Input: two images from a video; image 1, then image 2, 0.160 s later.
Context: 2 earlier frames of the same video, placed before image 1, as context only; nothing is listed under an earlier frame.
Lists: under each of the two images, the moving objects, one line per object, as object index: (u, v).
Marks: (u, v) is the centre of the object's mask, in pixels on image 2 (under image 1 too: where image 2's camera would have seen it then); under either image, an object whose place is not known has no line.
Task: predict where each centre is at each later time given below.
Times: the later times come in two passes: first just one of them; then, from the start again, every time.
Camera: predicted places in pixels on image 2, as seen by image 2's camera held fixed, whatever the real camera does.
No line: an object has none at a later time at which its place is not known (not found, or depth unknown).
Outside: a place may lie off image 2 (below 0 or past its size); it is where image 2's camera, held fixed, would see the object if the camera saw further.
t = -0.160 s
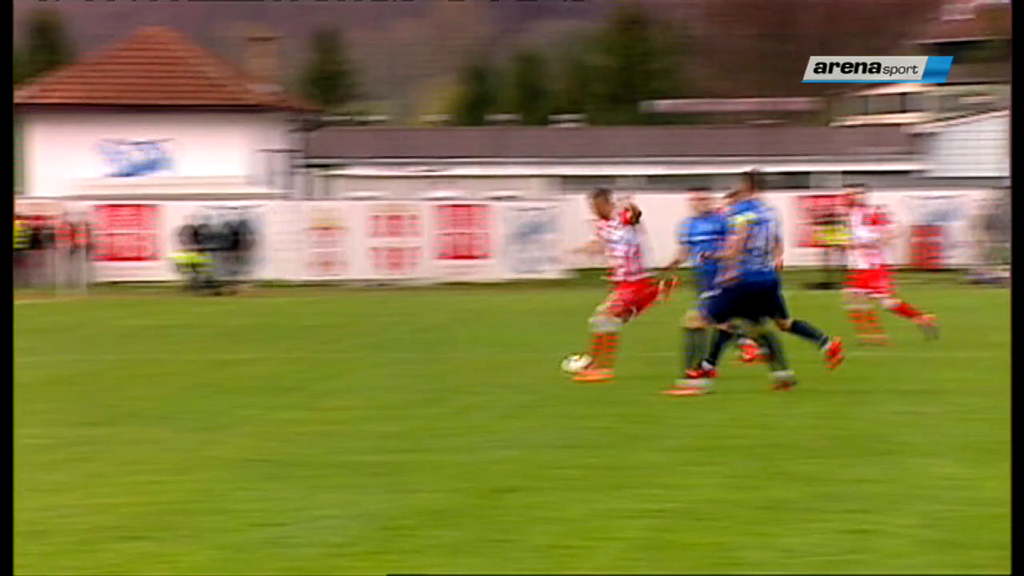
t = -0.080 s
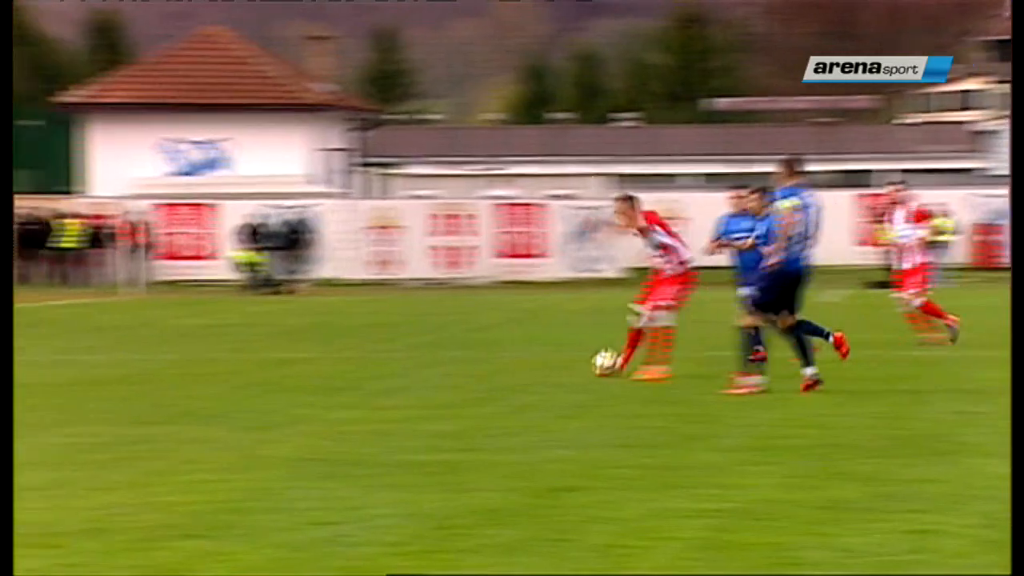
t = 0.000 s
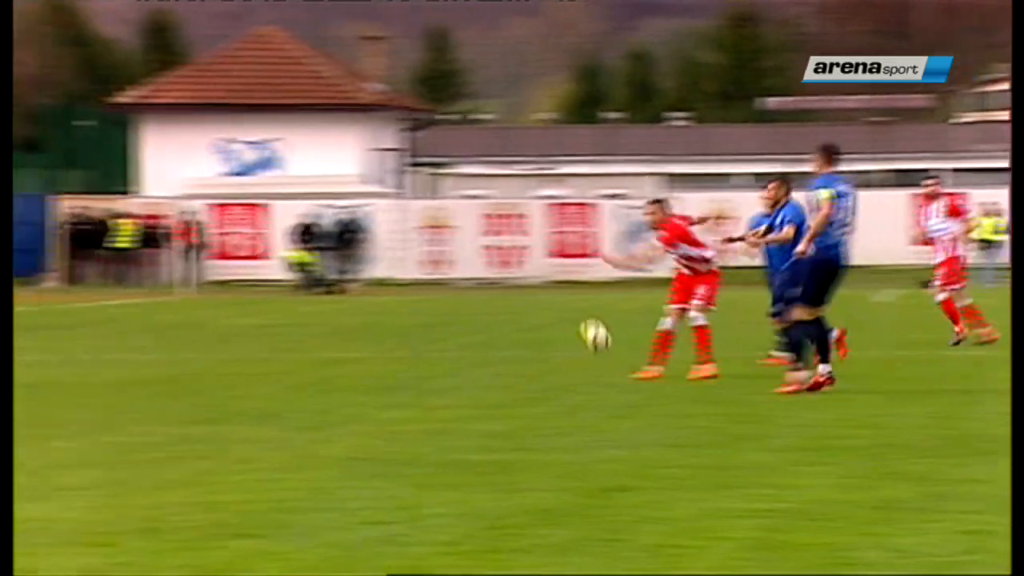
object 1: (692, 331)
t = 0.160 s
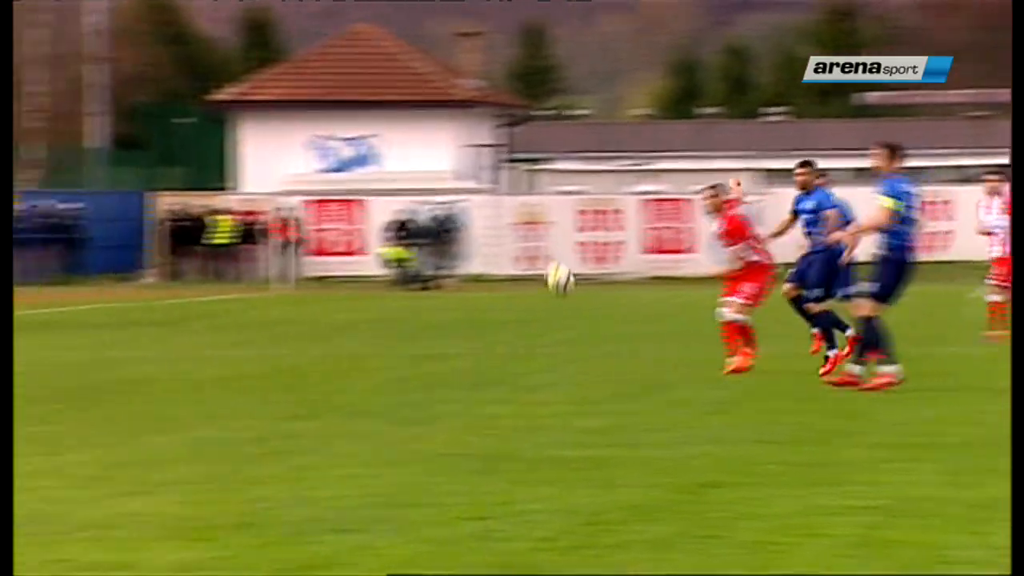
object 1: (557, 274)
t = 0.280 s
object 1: (460, 245)
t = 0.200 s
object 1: (526, 265)
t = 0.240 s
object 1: (494, 255)
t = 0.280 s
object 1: (460, 245)
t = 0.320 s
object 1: (432, 242)
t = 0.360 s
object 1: (400, 235)
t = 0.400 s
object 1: (365, 230)
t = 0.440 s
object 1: (334, 225)
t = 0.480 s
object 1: (299, 223)
